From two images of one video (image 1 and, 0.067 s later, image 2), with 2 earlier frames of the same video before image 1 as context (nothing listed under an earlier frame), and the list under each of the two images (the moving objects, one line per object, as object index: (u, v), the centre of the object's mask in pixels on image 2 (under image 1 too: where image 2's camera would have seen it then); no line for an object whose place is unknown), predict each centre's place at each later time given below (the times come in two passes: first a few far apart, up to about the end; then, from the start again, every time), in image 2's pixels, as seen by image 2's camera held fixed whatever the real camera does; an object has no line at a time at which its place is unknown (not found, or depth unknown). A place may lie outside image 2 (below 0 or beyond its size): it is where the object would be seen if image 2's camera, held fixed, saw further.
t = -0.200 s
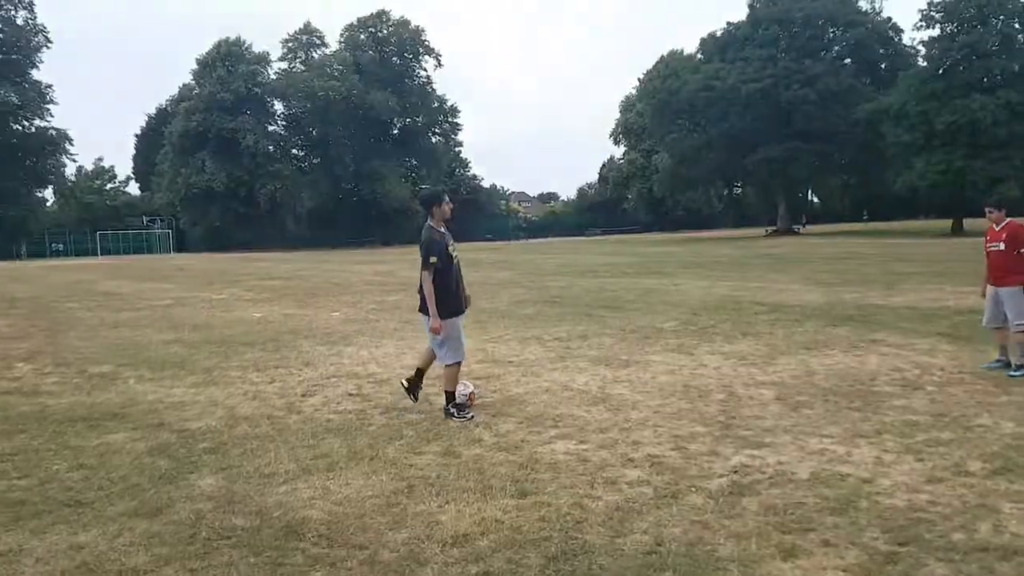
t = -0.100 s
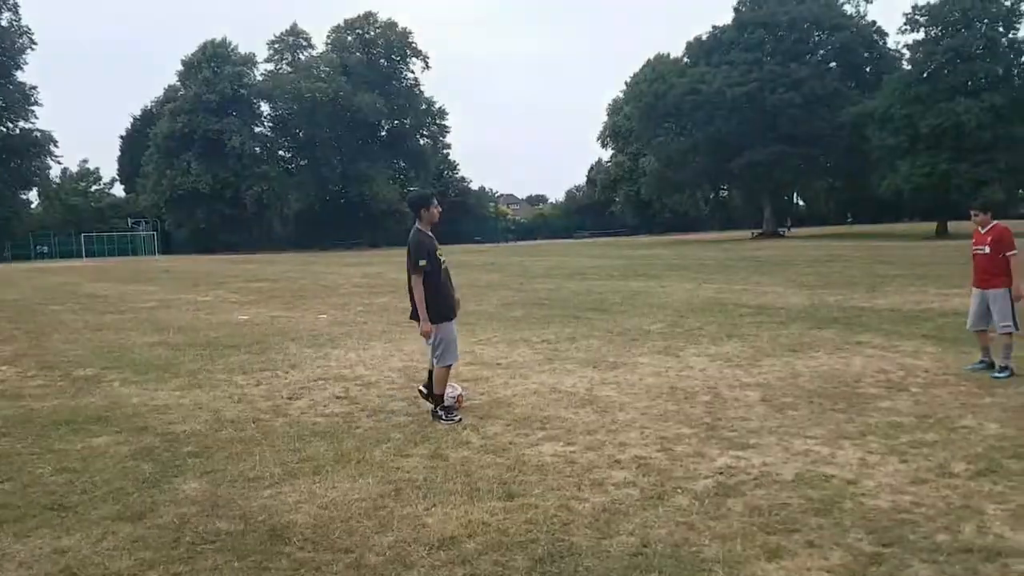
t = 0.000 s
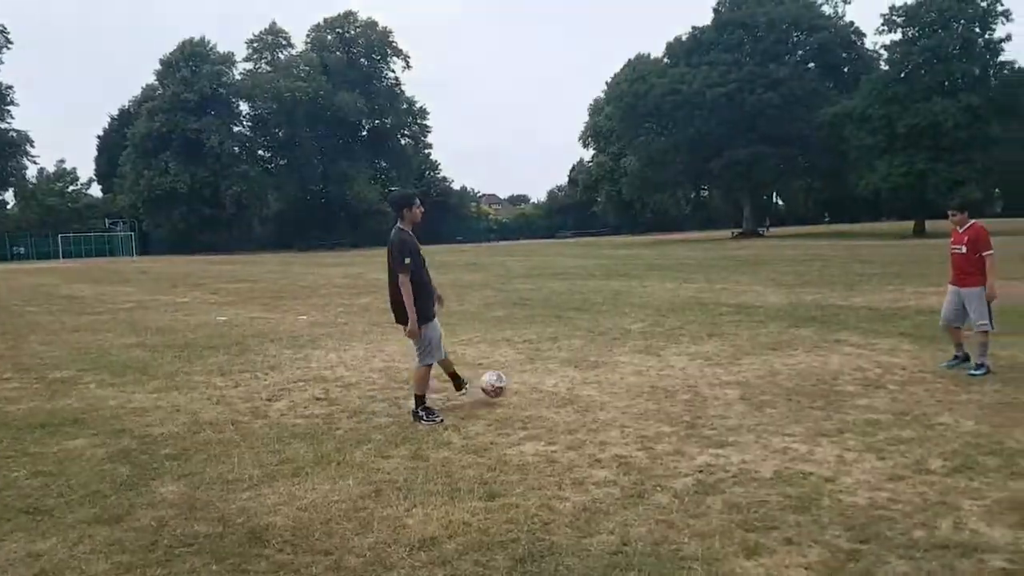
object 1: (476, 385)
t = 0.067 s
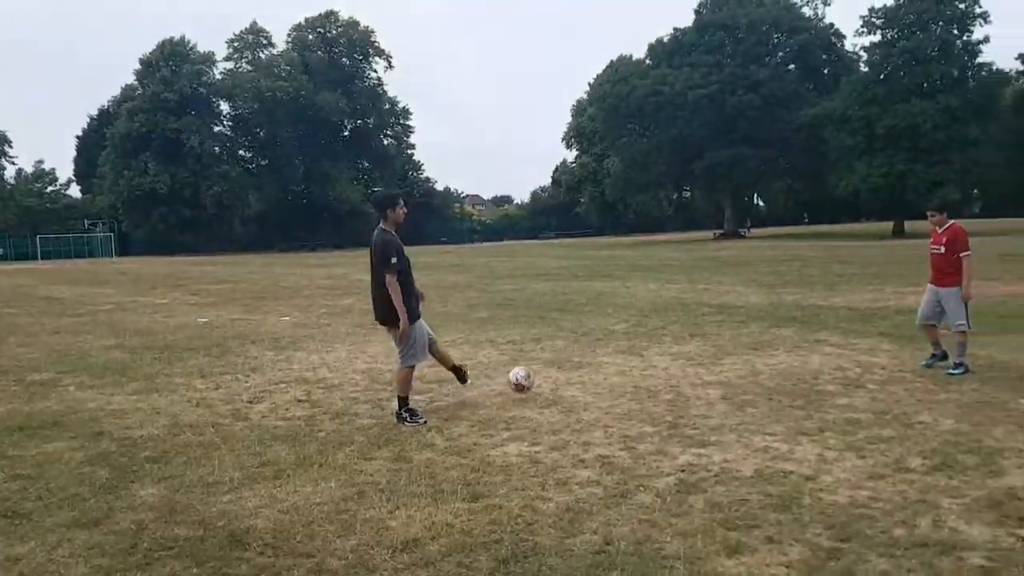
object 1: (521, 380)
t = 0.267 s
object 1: (639, 377)
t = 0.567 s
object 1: (768, 370)
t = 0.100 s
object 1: (543, 379)
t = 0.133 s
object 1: (565, 380)
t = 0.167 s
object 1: (586, 383)
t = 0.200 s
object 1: (605, 382)
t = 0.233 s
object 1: (623, 378)
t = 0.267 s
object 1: (639, 377)
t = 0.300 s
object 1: (655, 375)
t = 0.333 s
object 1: (674, 377)
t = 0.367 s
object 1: (690, 378)
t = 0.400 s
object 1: (704, 377)
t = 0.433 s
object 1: (718, 372)
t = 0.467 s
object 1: (730, 369)
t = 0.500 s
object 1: (742, 367)
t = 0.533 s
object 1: (755, 367)
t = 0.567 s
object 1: (768, 370)
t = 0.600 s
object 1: (779, 371)
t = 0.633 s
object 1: (793, 373)
